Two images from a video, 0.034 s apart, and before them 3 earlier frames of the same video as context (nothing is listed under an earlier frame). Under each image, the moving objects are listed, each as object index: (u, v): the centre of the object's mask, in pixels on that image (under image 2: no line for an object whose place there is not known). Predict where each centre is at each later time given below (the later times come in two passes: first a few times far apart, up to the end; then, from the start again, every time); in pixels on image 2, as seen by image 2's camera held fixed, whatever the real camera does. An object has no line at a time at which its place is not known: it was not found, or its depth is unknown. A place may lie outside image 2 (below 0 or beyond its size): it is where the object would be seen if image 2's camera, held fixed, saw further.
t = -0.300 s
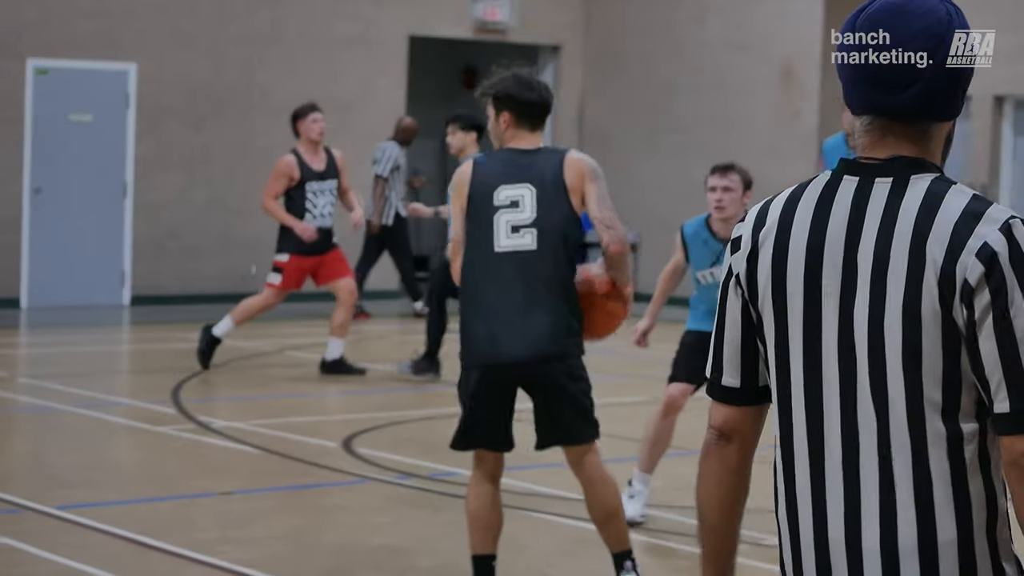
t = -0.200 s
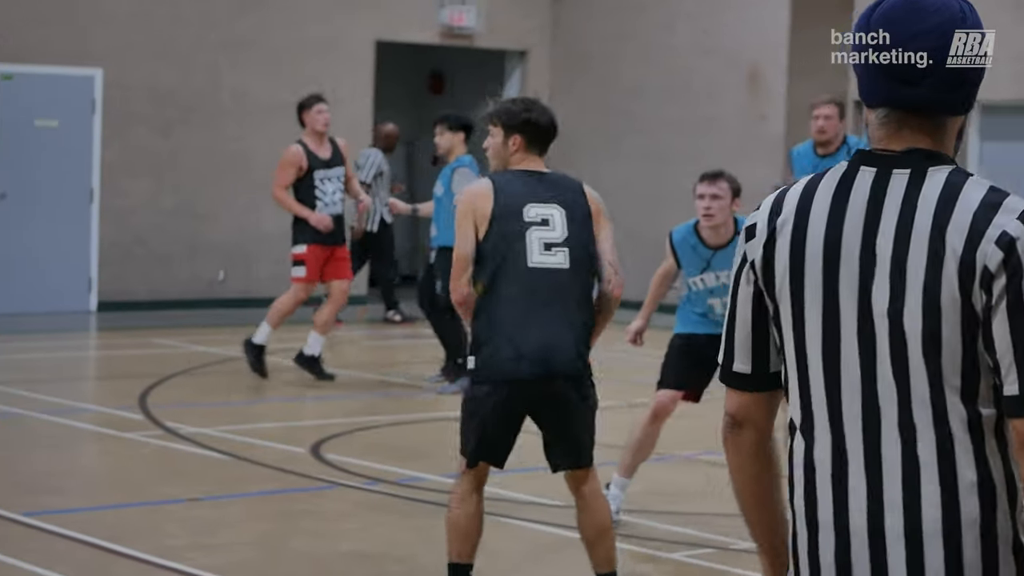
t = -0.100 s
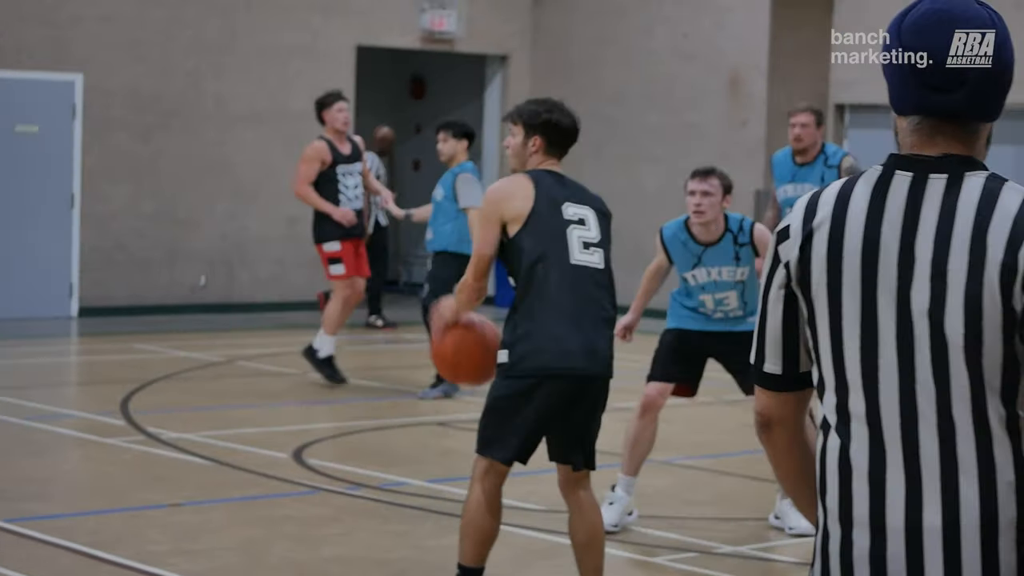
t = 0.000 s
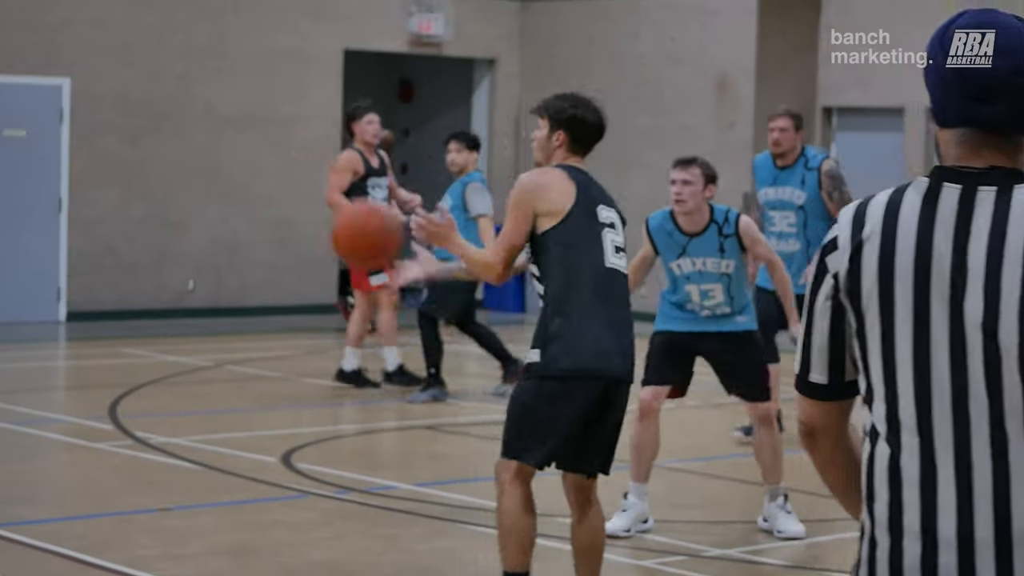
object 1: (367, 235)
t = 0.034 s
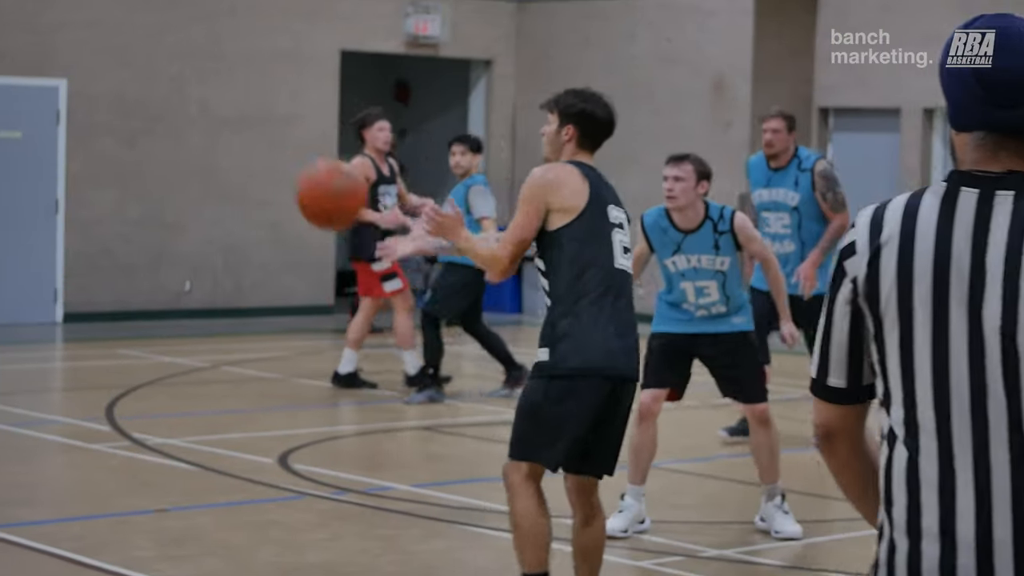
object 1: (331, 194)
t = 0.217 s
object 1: (166, 40)
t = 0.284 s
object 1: (105, 17)
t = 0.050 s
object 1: (316, 176)
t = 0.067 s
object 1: (300, 161)
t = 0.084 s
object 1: (284, 144)
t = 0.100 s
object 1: (269, 128)
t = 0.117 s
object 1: (254, 112)
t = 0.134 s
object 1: (240, 98)
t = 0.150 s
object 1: (224, 84)
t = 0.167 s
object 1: (209, 72)
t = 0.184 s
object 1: (195, 61)
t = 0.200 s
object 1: (180, 50)
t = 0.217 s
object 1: (166, 40)
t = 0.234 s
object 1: (151, 32)
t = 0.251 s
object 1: (136, 25)
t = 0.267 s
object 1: (121, 22)
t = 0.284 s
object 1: (105, 17)
